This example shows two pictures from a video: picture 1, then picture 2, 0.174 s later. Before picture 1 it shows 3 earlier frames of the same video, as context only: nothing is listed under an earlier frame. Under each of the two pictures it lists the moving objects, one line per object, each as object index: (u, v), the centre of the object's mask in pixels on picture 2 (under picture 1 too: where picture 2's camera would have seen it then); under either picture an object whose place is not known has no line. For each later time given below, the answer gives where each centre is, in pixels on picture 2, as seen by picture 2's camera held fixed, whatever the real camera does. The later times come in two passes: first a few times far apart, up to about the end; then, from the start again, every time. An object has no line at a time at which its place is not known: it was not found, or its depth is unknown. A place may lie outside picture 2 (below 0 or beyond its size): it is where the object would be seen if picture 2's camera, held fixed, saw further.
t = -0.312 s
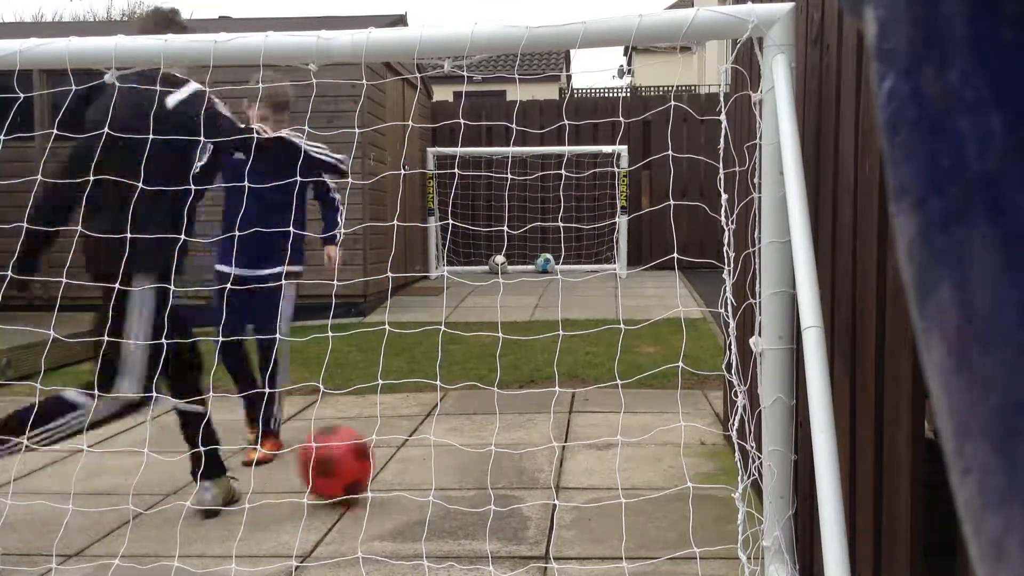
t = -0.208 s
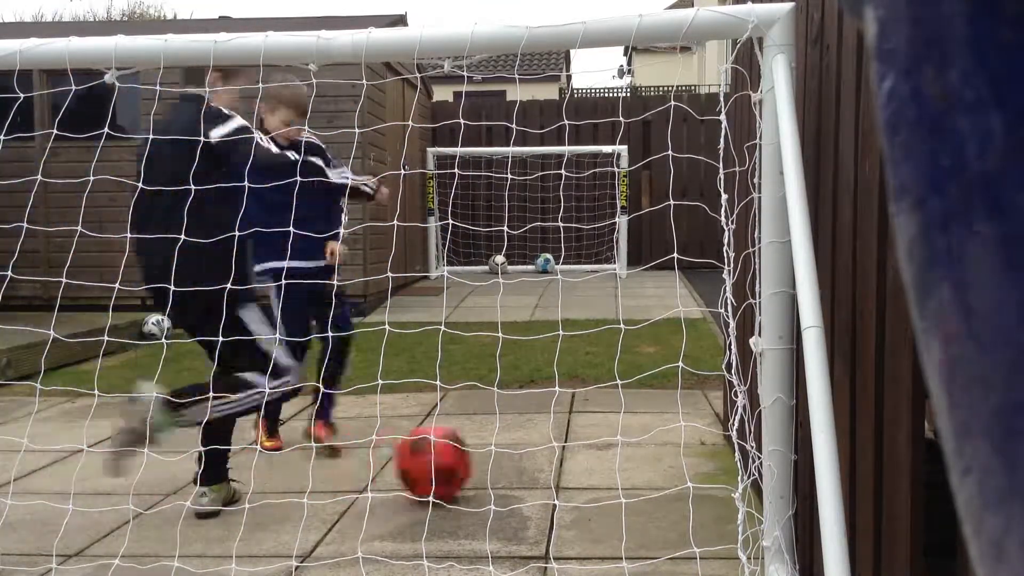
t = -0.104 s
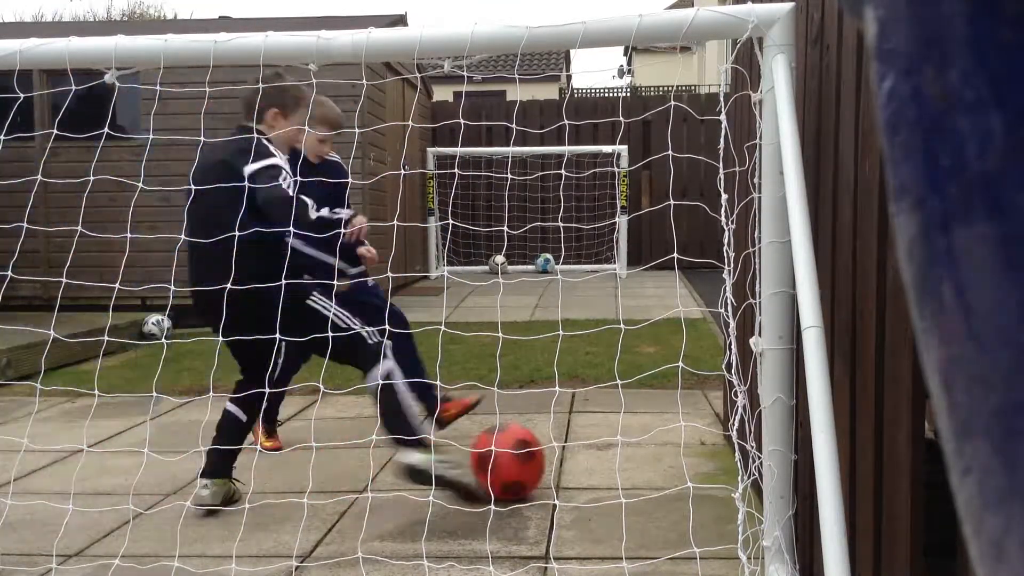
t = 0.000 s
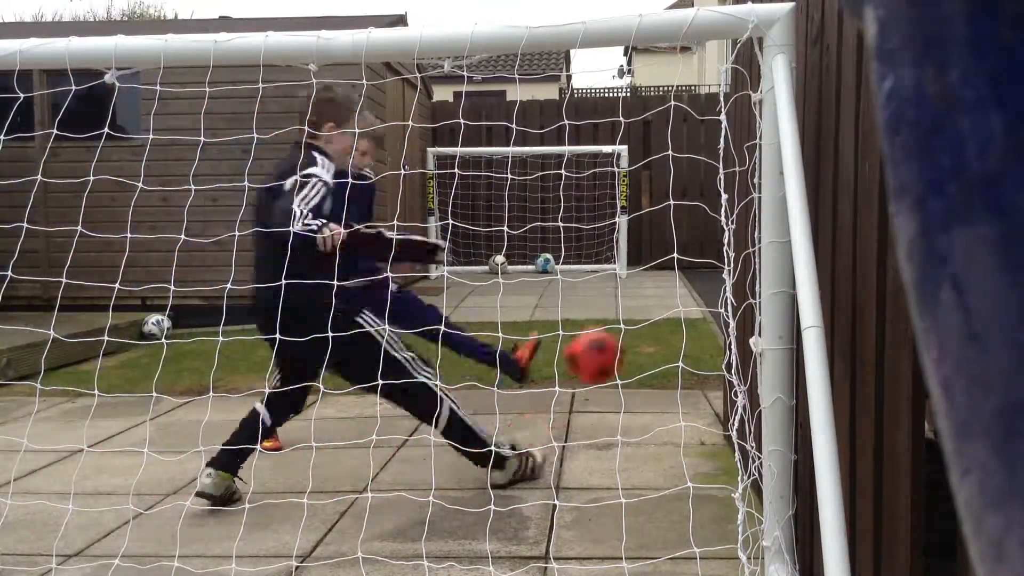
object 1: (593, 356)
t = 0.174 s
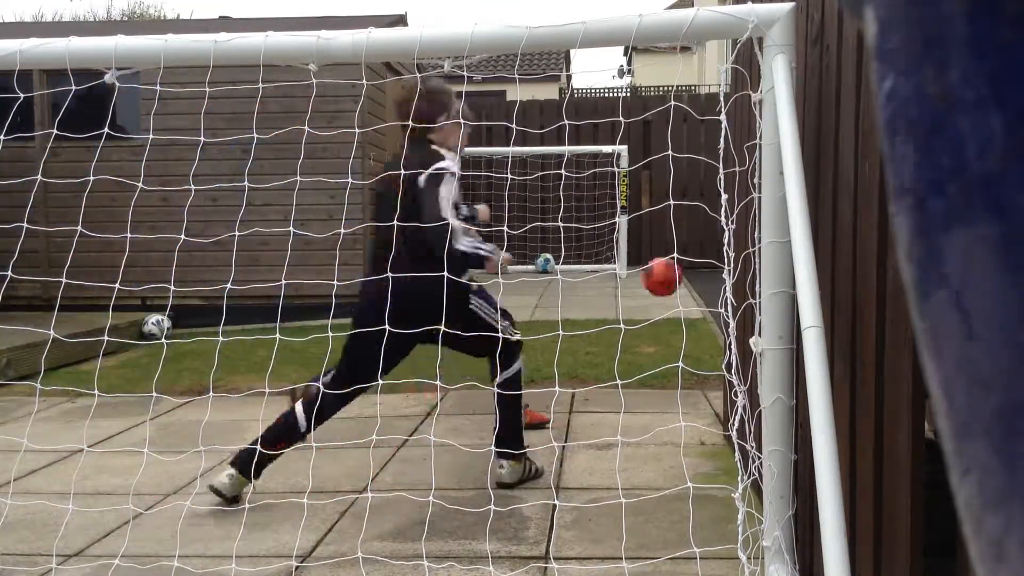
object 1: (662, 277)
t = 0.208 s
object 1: (666, 279)
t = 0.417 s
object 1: (682, 277)
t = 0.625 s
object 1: (691, 251)
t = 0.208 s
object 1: (666, 279)
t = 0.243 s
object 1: (670, 283)
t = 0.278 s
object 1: (674, 289)
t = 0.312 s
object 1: (676, 295)
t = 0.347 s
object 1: (678, 297)
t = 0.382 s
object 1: (680, 288)
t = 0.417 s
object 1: (682, 277)
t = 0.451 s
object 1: (684, 268)
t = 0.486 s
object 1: (687, 260)
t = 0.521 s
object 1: (688, 257)
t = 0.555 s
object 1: (689, 254)
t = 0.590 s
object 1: (690, 252)
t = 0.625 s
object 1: (691, 251)
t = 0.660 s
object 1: (692, 250)
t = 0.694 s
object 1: (693, 251)
